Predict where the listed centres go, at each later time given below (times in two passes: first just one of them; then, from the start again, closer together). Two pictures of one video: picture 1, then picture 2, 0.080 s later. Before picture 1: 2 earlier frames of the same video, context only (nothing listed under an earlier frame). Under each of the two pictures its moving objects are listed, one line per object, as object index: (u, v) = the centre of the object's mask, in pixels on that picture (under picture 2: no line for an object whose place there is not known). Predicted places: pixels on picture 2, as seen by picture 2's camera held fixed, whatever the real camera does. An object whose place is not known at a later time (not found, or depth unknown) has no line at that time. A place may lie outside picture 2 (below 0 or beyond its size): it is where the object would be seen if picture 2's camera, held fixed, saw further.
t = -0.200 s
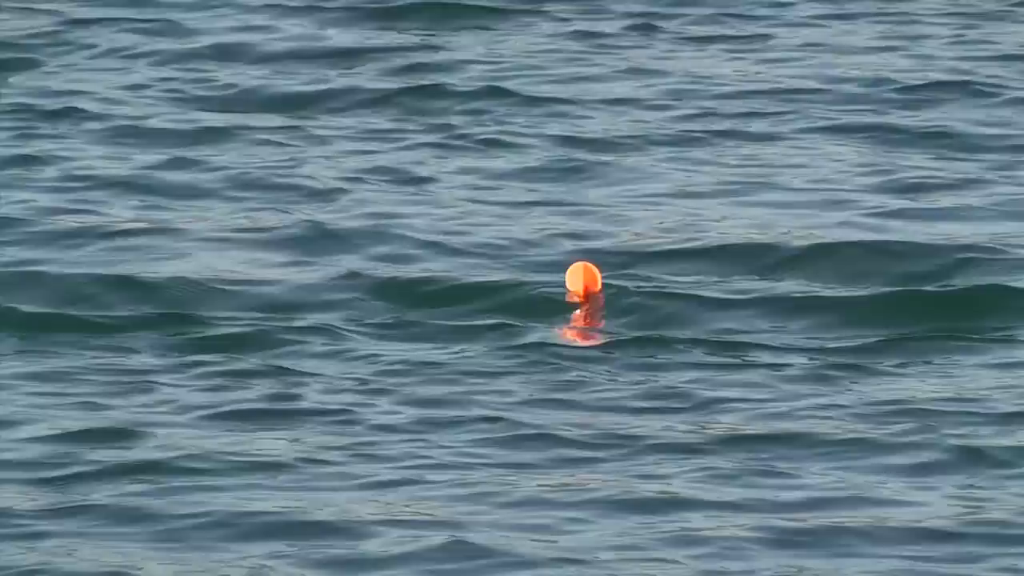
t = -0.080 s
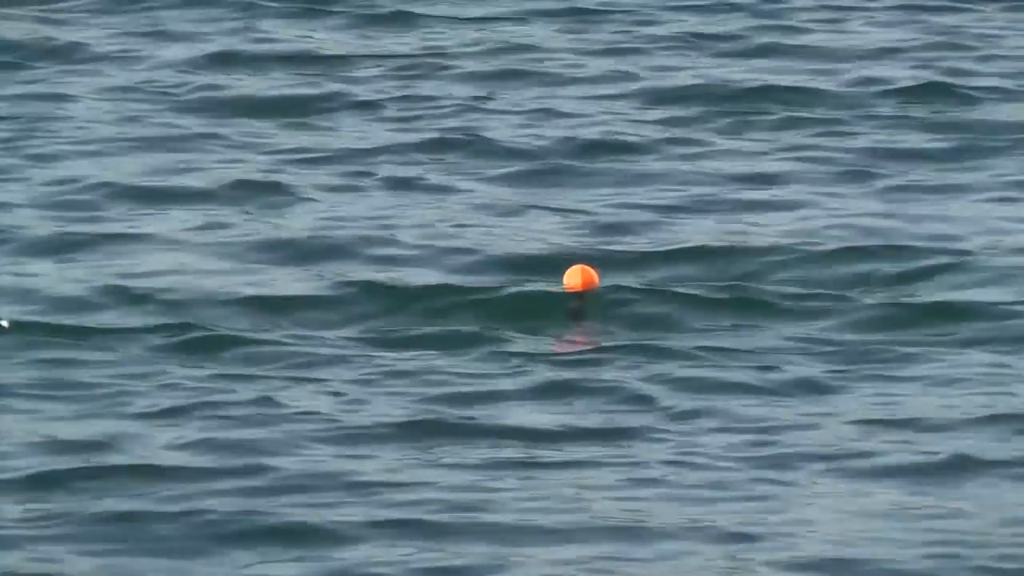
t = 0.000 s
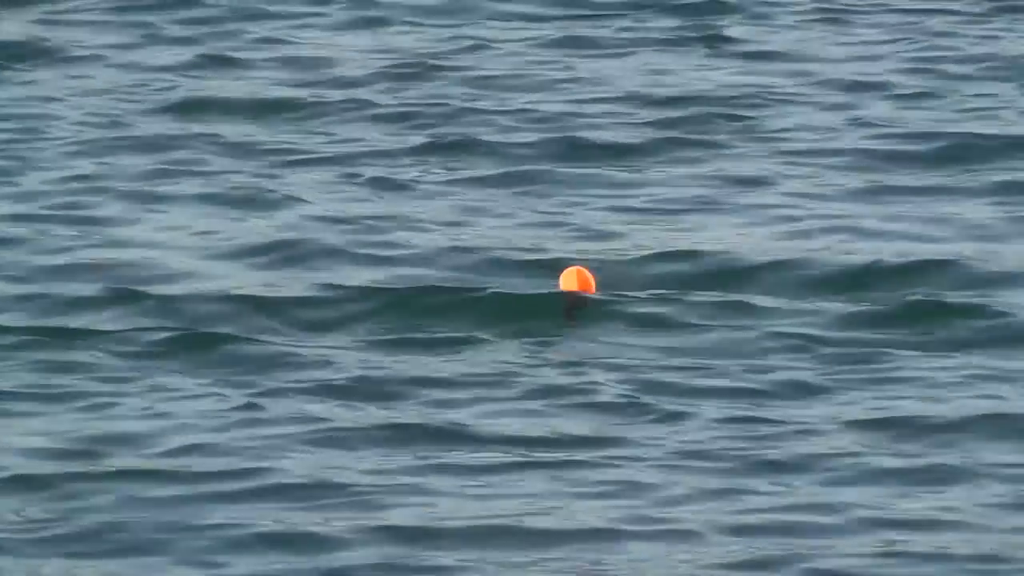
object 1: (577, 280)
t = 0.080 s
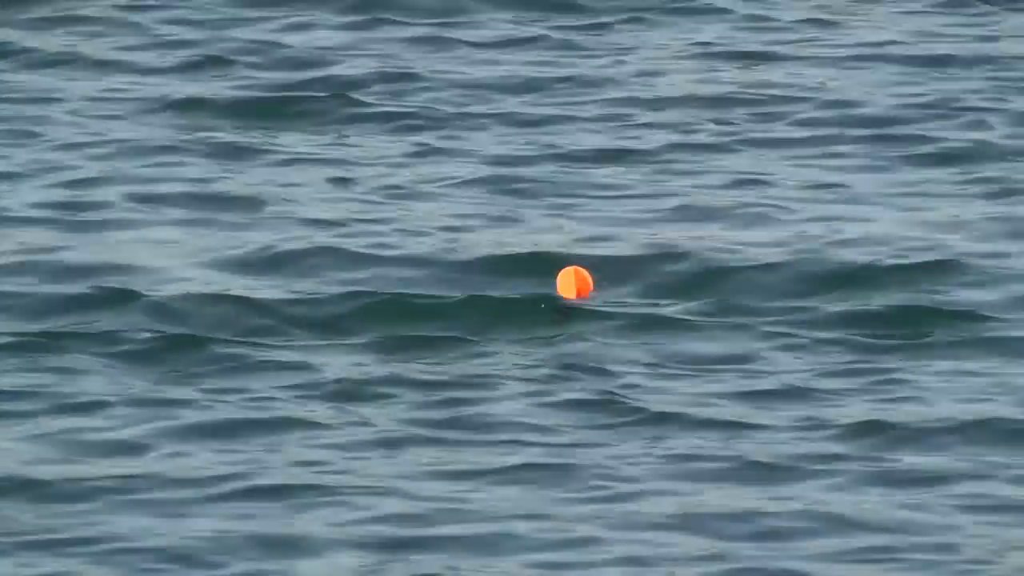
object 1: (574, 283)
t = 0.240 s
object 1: (589, 279)
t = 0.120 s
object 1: (577, 283)
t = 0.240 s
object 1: (589, 279)
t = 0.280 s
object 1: (594, 277)
